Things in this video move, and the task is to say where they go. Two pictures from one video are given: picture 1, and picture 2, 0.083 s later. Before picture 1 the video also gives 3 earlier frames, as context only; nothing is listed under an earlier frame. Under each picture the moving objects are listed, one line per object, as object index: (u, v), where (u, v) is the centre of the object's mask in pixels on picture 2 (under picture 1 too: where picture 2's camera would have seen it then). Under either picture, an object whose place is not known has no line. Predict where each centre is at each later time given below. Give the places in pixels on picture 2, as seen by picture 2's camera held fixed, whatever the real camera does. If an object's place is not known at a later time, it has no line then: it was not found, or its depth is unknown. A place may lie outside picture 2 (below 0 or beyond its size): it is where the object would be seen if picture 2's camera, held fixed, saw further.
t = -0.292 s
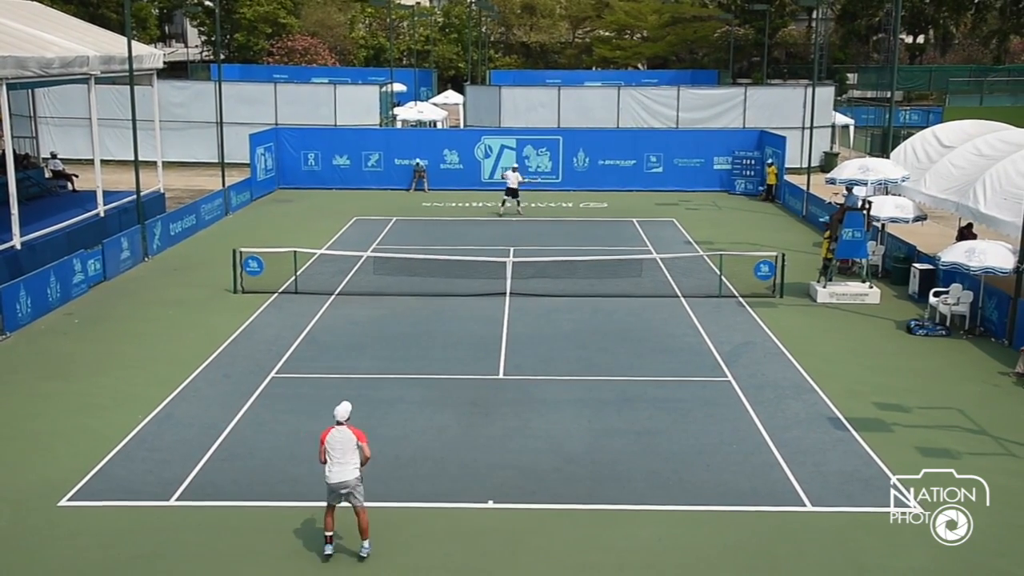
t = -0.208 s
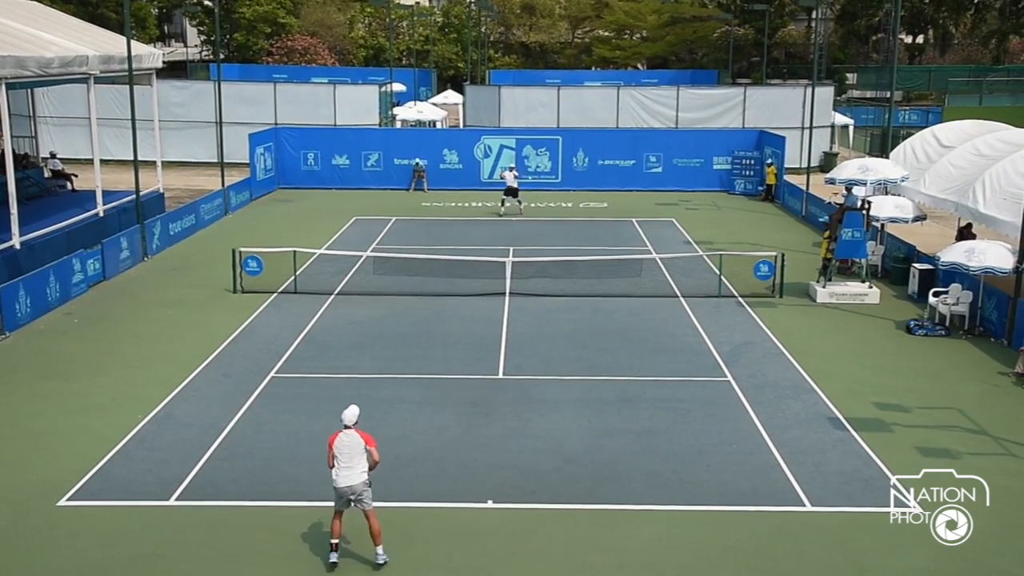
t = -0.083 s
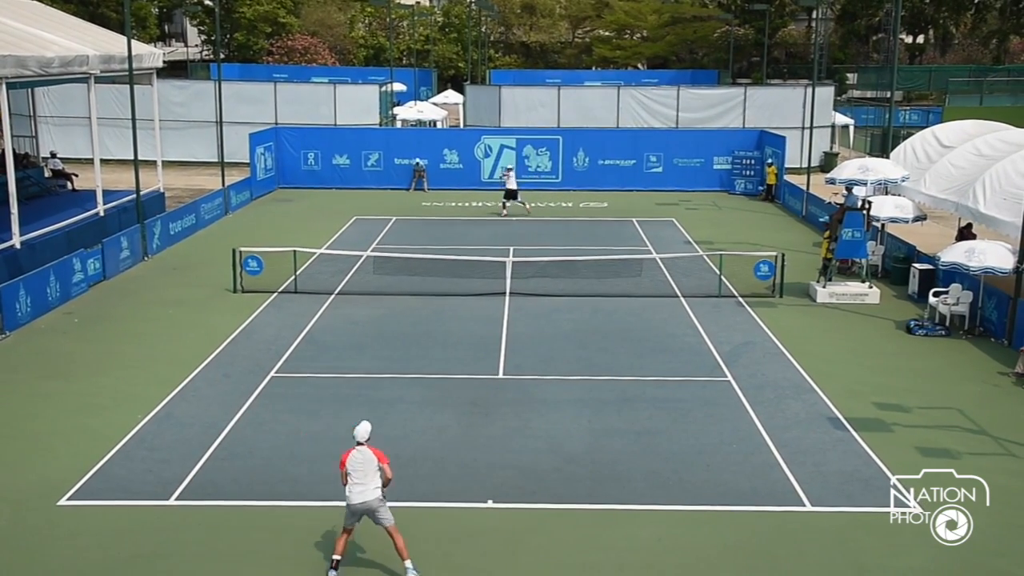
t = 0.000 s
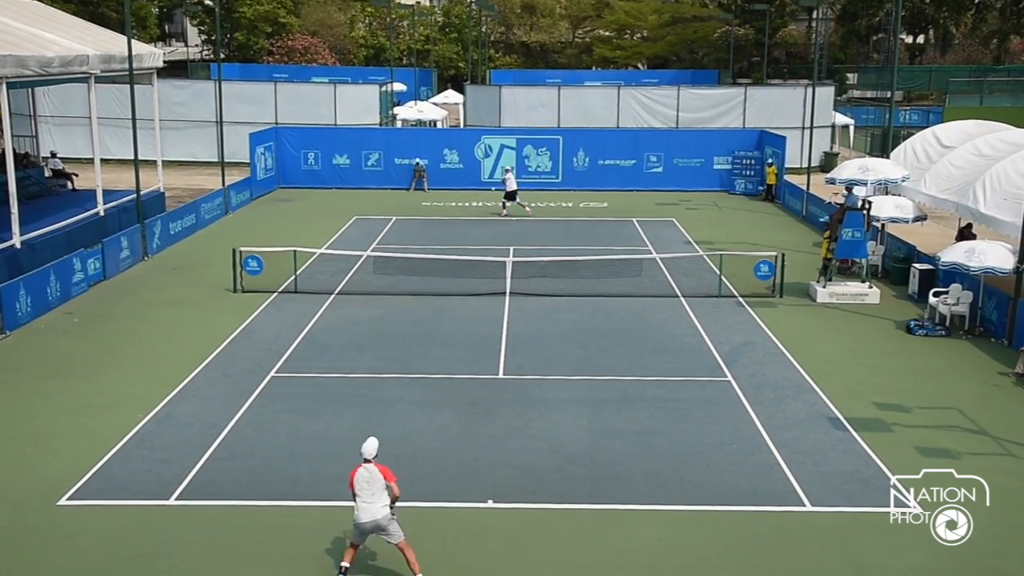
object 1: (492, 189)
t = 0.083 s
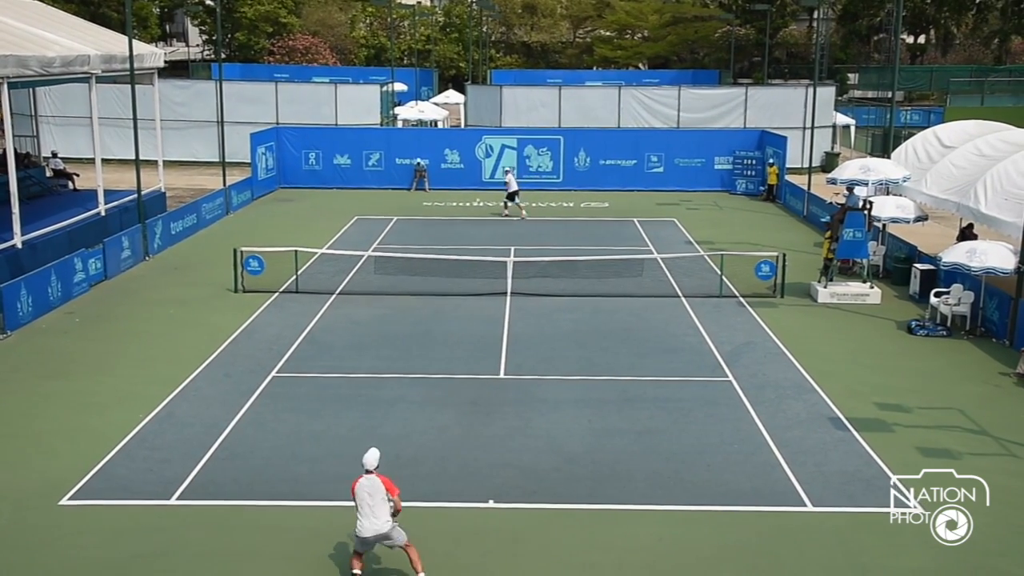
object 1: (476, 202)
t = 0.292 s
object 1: (430, 250)
